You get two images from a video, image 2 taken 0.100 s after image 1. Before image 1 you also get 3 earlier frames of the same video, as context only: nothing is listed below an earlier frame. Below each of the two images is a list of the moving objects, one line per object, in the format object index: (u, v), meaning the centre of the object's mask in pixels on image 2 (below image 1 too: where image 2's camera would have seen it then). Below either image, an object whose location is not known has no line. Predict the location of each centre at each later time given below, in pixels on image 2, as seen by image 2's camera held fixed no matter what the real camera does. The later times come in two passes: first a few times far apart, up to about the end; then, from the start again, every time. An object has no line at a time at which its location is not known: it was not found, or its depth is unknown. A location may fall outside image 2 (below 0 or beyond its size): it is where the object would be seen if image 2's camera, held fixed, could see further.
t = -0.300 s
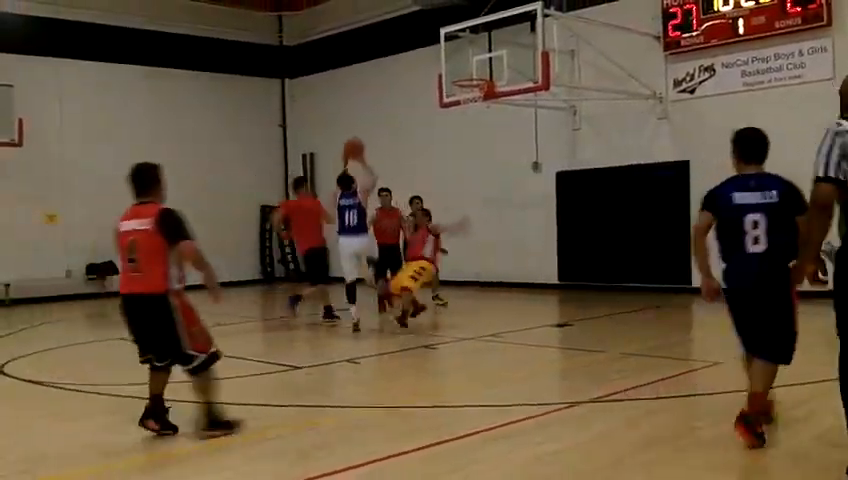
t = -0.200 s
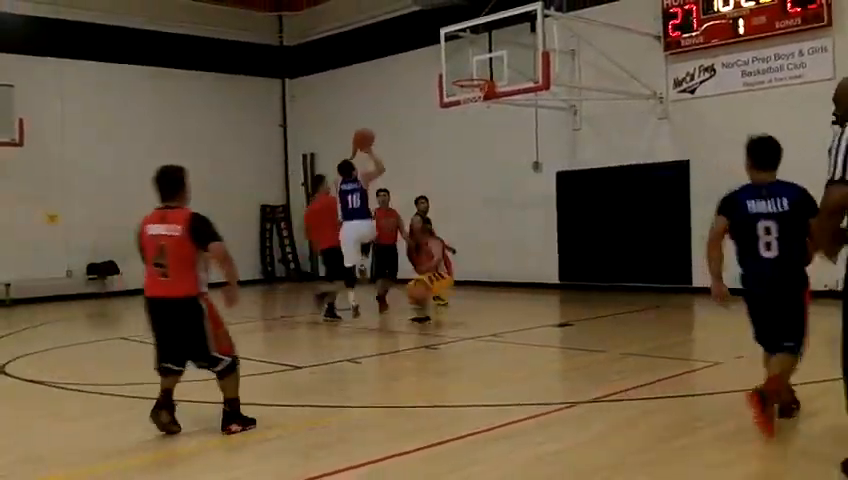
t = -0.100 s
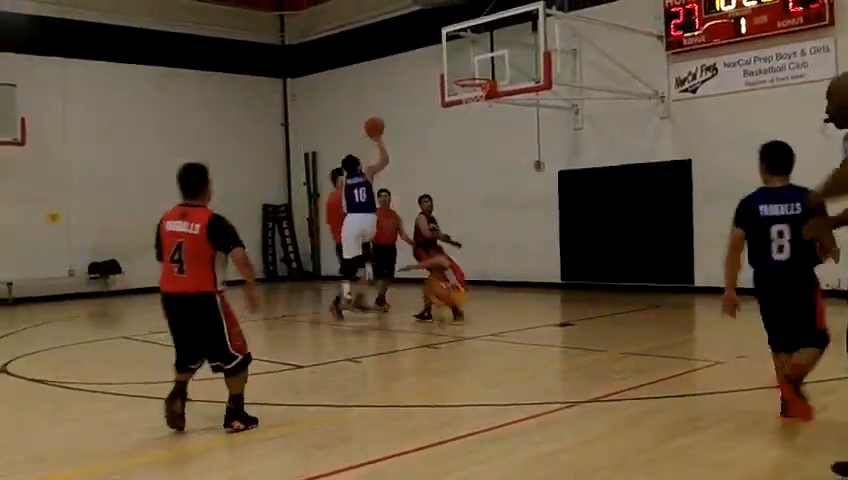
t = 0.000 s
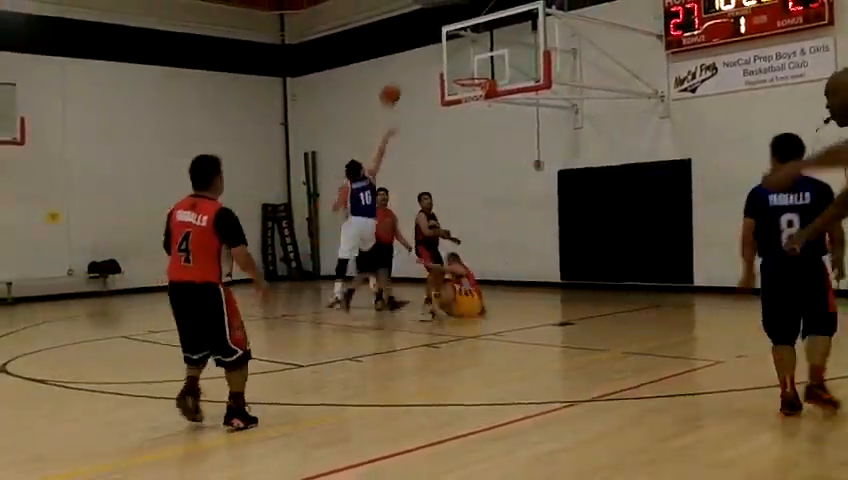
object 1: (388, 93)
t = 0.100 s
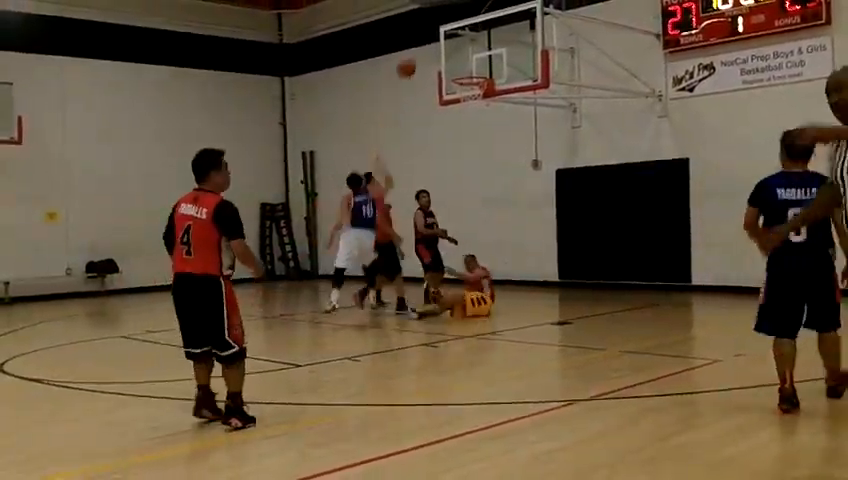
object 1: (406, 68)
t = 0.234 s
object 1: (429, 46)
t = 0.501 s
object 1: (472, 43)
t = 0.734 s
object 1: (500, 65)
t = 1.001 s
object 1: (534, 61)
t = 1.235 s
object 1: (573, 105)
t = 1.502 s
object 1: (620, 218)
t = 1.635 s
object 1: (643, 302)
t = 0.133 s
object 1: (412, 61)
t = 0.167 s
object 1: (418, 55)
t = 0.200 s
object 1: (423, 50)
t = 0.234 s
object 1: (429, 46)
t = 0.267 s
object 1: (435, 43)
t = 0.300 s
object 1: (441, 41)
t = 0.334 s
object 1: (446, 40)
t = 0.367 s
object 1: (453, 39)
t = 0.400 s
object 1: (458, 40)
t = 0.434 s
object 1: (464, 41)
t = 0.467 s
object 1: (468, 42)
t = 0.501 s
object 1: (472, 43)
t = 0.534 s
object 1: (480, 50)
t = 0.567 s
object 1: (486, 55)
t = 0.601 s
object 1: (491, 59)
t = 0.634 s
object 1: (497, 65)
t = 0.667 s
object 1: (495, 70)
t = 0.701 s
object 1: (496, 69)
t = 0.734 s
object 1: (500, 65)
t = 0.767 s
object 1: (504, 63)
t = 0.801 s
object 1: (508, 59)
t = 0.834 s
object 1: (513, 58)
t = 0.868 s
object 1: (517, 57)
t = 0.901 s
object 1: (522, 57)
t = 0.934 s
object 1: (527, 57)
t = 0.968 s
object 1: (531, 59)
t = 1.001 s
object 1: (534, 61)
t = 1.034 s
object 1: (536, 65)
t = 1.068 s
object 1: (548, 70)
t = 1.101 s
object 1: (554, 74)
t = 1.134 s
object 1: (558, 81)
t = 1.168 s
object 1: (562, 88)
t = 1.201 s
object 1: (567, 97)
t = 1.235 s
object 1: (573, 105)
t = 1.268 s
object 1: (579, 115)
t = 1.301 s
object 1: (584, 126)
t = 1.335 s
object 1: (590, 140)
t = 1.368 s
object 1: (595, 151)
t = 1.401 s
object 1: (601, 167)
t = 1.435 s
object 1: (608, 185)
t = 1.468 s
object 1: (614, 200)
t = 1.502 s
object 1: (620, 218)
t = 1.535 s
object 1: (626, 238)
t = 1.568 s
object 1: (632, 257)
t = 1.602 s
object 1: (638, 277)
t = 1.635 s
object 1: (643, 302)
